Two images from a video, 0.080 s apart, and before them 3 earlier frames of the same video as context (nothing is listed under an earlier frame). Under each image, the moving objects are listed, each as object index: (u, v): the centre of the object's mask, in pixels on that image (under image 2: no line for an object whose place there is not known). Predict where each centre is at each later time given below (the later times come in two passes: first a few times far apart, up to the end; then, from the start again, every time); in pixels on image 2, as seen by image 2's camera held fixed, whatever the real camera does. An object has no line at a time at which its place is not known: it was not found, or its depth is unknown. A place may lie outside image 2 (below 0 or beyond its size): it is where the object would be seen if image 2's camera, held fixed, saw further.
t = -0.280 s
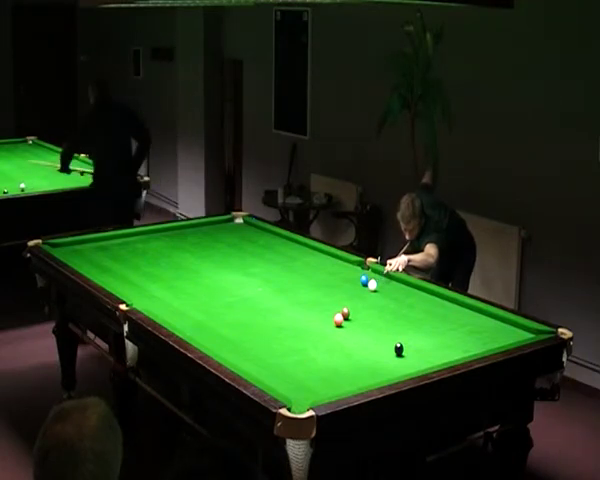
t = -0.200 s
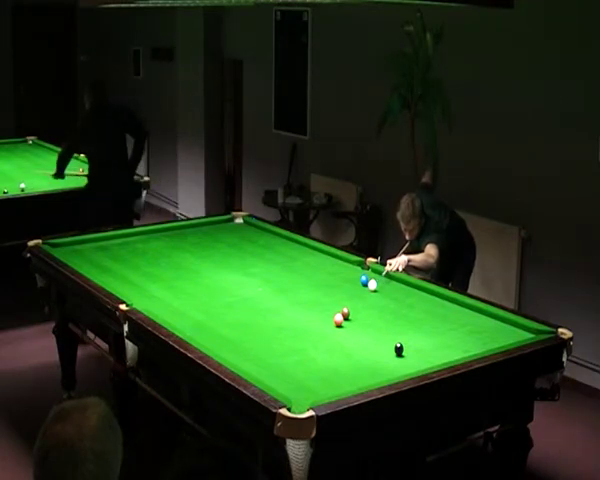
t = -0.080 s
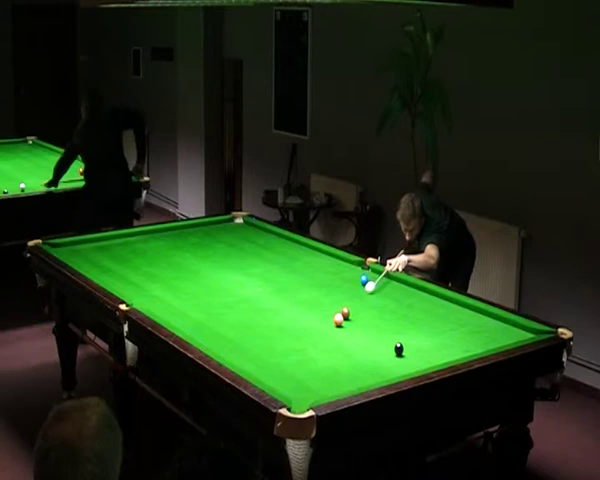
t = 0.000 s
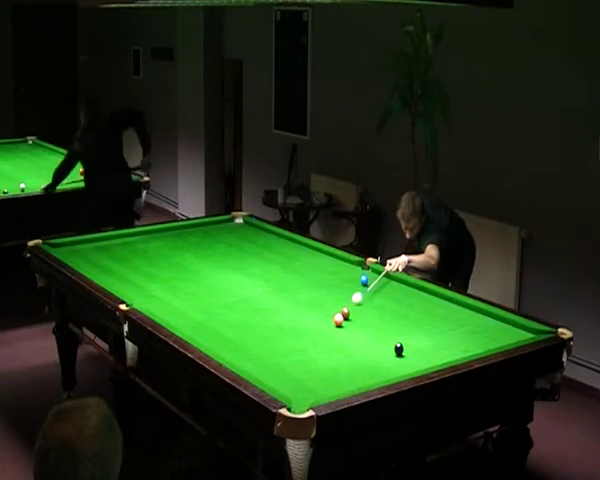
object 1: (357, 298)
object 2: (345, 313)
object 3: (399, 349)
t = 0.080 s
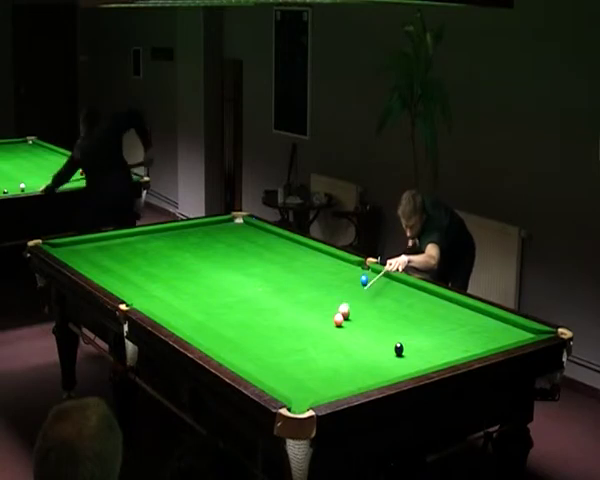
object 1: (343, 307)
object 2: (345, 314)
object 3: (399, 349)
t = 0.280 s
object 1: (295, 317)
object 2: (365, 334)
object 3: (399, 349)
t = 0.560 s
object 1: (229, 331)
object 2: (391, 360)
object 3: (399, 349)
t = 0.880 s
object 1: (231, 334)
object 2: (374, 366)
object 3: (399, 349)
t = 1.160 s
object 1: (276, 330)
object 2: (332, 355)
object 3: (399, 349)
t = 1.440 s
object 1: (319, 326)
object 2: (293, 344)
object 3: (399, 349)
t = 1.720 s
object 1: (359, 322)
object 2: (257, 335)
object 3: (399, 349)
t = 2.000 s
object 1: (396, 318)
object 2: (225, 326)
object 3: (399, 349)
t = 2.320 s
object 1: (436, 314)
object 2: (190, 318)
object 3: (399, 349)
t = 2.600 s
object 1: (469, 311)
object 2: (163, 310)
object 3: (399, 349)
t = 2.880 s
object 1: (472, 314)
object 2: (138, 302)
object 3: (399, 349)
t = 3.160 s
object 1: (460, 319)
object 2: (147, 298)
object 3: (399, 349)
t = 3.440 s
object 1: (448, 324)
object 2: (157, 293)
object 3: (399, 349)
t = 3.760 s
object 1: (436, 330)
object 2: (168, 288)
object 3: (399, 349)
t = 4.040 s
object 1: (425, 335)
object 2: (176, 284)
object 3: (399, 349)
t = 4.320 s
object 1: (415, 340)
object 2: (183, 280)
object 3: (399, 349)
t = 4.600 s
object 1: (406, 344)
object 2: (189, 278)
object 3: (399, 349)
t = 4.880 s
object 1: (402, 346)
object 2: (195, 275)
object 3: (394, 352)
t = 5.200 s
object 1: (400, 347)
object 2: (201, 272)
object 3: (388, 354)
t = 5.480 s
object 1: (400, 347)
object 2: (205, 269)
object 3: (384, 356)
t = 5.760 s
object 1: (400, 347)
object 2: (209, 268)
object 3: (381, 358)
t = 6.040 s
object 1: (400, 347)
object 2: (213, 267)
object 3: (378, 359)
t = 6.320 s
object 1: (400, 347)
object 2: (215, 265)
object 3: (377, 359)
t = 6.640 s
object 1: (400, 347)
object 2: (218, 264)
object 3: (376, 360)
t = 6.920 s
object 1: (400, 347)
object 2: (220, 263)
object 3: (376, 359)
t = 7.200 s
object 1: (400, 347)
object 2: (221, 262)
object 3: (376, 359)
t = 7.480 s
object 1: (400, 347)
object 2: (222, 262)
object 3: (376, 359)
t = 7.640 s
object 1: (400, 347)
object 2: (222, 262)
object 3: (376, 359)
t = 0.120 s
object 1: (333, 310)
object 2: (348, 317)
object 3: (399, 349)
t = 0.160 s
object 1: (323, 312)
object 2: (353, 321)
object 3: (399, 349)
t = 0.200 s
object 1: (313, 314)
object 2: (357, 325)
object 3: (399, 349)
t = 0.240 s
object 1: (304, 316)
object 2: (361, 330)
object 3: (399, 349)
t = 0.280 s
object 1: (295, 317)
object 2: (365, 334)
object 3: (399, 349)
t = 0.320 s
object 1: (286, 319)
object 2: (369, 337)
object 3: (399, 349)
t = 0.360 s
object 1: (276, 321)
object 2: (372, 341)
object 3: (399, 349)
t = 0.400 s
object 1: (267, 323)
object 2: (376, 345)
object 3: (399, 349)
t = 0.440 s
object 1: (257, 325)
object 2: (380, 348)
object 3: (399, 349)
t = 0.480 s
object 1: (248, 327)
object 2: (384, 353)
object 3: (399, 349)
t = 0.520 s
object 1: (238, 329)
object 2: (387, 356)
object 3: (399, 349)
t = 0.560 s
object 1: (229, 331)
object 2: (391, 360)
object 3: (399, 349)
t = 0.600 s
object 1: (218, 333)
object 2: (396, 364)
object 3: (399, 349)
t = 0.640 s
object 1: (209, 334)
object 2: (399, 368)
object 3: (399, 349)
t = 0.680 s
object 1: (199, 334)
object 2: (403, 370)
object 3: (399, 349)
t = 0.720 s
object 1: (200, 335)
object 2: (402, 371)
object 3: (399, 349)
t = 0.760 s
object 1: (208, 336)
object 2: (394, 371)
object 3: (399, 349)
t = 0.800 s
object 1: (217, 335)
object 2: (387, 370)
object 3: (399, 349)
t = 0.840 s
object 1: (224, 334)
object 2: (381, 368)
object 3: (399, 349)
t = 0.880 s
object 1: (231, 334)
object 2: (374, 366)
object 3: (399, 349)
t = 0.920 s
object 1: (238, 333)
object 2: (368, 365)
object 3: (399, 349)
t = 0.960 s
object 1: (244, 333)
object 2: (362, 363)
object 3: (399, 349)
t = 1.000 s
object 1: (251, 332)
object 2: (356, 361)
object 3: (399, 349)
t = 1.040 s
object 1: (257, 331)
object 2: (350, 360)
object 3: (399, 349)
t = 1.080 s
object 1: (263, 331)
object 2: (343, 358)
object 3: (399, 349)
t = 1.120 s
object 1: (270, 330)
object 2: (338, 356)
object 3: (399, 349)
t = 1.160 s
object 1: (276, 330)
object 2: (332, 355)
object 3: (399, 349)
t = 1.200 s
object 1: (282, 329)
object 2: (326, 353)
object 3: (399, 349)
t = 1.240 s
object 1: (289, 328)
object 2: (320, 352)
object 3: (399, 349)
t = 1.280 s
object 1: (295, 328)
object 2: (315, 350)
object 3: (399, 349)
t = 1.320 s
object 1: (301, 327)
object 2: (309, 349)
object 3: (399, 349)
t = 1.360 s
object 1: (307, 326)
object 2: (304, 347)
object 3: (399, 349)
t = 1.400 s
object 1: (312, 326)
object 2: (298, 346)
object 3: (399, 349)
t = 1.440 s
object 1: (319, 326)
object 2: (293, 344)
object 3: (399, 349)
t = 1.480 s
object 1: (324, 325)
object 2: (288, 343)
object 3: (399, 349)
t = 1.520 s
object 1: (330, 325)
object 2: (282, 342)
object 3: (399, 349)
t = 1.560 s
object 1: (336, 324)
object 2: (277, 340)
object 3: (399, 349)
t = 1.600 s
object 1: (342, 324)
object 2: (272, 339)
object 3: (399, 349)
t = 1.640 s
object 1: (348, 323)
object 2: (267, 338)
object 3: (399, 349)
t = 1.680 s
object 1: (353, 322)
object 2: (262, 336)
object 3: (399, 349)
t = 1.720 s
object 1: (359, 322)
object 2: (257, 335)
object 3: (399, 349)
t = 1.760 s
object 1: (364, 321)
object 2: (252, 334)
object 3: (399, 349)
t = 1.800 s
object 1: (370, 321)
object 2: (248, 332)
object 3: (399, 349)
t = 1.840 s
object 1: (375, 320)
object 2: (243, 331)
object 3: (399, 349)
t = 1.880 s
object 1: (380, 320)
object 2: (239, 330)
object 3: (399, 349)
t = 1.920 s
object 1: (386, 319)
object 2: (234, 329)
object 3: (399, 349)
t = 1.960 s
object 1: (391, 319)
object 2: (229, 327)
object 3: (399, 349)
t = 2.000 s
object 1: (396, 318)
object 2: (225, 326)
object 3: (399, 349)
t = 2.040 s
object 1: (401, 318)
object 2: (220, 326)
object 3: (399, 349)
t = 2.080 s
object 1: (406, 317)
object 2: (216, 324)
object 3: (399, 349)
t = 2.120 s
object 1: (411, 317)
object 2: (212, 323)
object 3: (399, 349)
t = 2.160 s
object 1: (417, 316)
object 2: (207, 322)
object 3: (399, 349)
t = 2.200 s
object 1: (421, 316)
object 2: (203, 321)
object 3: (399, 349)
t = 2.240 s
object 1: (426, 315)
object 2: (199, 320)
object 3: (399, 349)
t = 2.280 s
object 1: (431, 315)
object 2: (195, 319)
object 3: (399, 349)
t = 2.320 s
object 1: (436, 314)
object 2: (190, 318)
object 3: (399, 349)
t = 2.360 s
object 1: (441, 314)
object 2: (186, 316)
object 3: (399, 349)
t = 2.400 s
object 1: (446, 313)
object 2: (182, 315)
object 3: (399, 349)
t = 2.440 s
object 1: (451, 313)
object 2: (179, 314)
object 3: (399, 349)
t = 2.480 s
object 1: (455, 312)
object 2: (175, 313)
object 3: (399, 349)
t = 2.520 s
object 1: (460, 312)
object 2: (171, 312)
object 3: (399, 349)
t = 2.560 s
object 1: (465, 312)
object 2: (167, 311)
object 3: (399, 349)
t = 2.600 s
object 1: (469, 311)
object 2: (163, 310)
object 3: (399, 349)
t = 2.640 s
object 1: (474, 311)
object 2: (160, 309)
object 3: (399, 349)
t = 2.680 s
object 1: (478, 310)
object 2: (156, 308)
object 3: (399, 349)
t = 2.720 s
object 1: (479, 310)
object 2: (152, 306)
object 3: (399, 349)
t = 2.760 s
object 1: (477, 311)
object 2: (149, 304)
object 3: (399, 349)
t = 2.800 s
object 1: (475, 312)
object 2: (145, 303)
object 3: (399, 349)
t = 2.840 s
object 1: (473, 313)
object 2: (141, 302)
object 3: (399, 349)
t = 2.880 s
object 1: (472, 314)
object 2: (138, 302)
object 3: (399, 349)
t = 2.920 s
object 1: (470, 314)
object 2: (138, 302)
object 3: (399, 349)
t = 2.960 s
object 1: (468, 315)
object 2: (140, 301)
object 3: (399, 349)
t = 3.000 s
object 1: (467, 316)
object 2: (141, 301)
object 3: (399, 349)
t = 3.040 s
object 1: (465, 317)
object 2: (143, 300)
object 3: (399, 349)
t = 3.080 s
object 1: (463, 317)
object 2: (144, 300)
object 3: (399, 349)
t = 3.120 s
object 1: (461, 318)
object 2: (145, 299)
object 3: (399, 349)
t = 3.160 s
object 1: (460, 319)
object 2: (147, 298)
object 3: (399, 349)
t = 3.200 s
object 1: (458, 320)
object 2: (149, 297)
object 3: (399, 349)
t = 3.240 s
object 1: (457, 321)
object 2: (150, 297)
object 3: (399, 349)
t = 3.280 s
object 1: (455, 321)
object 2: (151, 296)
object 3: (399, 349)
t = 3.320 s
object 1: (453, 322)
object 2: (153, 295)
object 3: (399, 349)
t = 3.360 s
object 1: (451, 323)
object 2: (154, 295)
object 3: (399, 349)
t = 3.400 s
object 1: (450, 324)
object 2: (156, 294)
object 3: (399, 349)
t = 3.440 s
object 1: (448, 324)
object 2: (157, 293)
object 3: (399, 349)
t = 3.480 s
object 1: (447, 325)
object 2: (158, 293)
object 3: (399, 349)
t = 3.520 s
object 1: (445, 326)
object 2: (160, 292)
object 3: (399, 349)
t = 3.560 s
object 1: (443, 327)
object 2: (161, 291)
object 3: (399, 349)
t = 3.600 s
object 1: (442, 328)
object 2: (163, 290)
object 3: (399, 349)
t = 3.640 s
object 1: (440, 328)
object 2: (164, 290)
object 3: (399, 349)
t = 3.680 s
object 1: (439, 329)
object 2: (165, 289)
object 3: (399, 349)
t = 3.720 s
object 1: (437, 330)
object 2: (166, 289)
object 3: (399, 349)
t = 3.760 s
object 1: (436, 330)
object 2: (168, 288)
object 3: (399, 349)
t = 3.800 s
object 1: (434, 331)
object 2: (169, 288)
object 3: (399, 349)
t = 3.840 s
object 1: (432, 332)
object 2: (170, 287)
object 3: (399, 349)
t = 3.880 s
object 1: (431, 333)
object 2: (171, 287)
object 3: (399, 349)
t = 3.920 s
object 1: (429, 333)
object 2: (172, 286)
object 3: (399, 349)
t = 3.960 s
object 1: (428, 334)
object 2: (173, 285)
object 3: (399, 349)
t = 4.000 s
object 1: (426, 335)
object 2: (174, 285)
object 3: (399, 349)
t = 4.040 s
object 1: (425, 335)
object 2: (176, 284)
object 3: (399, 349)
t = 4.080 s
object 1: (423, 336)
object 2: (177, 284)
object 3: (399, 349)
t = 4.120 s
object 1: (422, 337)
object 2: (178, 283)
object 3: (399, 349)
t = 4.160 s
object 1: (421, 337)
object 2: (179, 283)
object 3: (399, 349)
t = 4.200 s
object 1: (419, 338)
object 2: (180, 282)
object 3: (399, 349)
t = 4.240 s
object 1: (418, 339)
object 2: (181, 281)
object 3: (399, 349)
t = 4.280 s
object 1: (416, 339)
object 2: (182, 281)
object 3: (399, 349)
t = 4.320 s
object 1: (415, 340)
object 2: (183, 280)
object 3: (399, 349)
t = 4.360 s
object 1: (414, 340)
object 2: (184, 280)
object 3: (399, 349)
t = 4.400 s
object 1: (412, 341)
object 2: (185, 279)
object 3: (399, 349)
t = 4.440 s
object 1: (411, 342)
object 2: (186, 279)
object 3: (399, 349)
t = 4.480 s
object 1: (410, 343)
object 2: (186, 278)
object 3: (399, 349)
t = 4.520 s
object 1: (408, 343)
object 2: (187, 278)
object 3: (399, 349)
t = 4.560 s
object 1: (407, 344)
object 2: (188, 278)
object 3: (399, 349)
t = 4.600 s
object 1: (406, 344)
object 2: (189, 278)
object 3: (399, 349)
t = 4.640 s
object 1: (405, 344)
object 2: (190, 277)
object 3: (399, 350)
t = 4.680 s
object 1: (404, 344)
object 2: (191, 276)
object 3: (398, 350)
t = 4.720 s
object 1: (404, 345)
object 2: (192, 276)
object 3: (397, 350)
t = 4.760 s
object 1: (403, 345)
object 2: (193, 276)
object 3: (396, 351)
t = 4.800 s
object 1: (403, 345)
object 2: (194, 276)
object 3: (395, 351)
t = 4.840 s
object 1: (403, 346)
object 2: (195, 275)
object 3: (394, 351)
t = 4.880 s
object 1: (402, 346)
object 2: (195, 275)
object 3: (394, 352)
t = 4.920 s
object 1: (402, 346)
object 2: (196, 274)
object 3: (393, 352)
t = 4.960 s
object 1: (401, 346)
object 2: (196, 274)
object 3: (392, 353)
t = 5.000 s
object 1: (401, 346)
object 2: (197, 274)
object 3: (391, 353)
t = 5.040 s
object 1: (401, 347)
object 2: (198, 273)
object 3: (391, 353)
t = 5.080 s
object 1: (401, 347)
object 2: (199, 273)
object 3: (390, 353)
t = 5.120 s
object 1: (401, 347)
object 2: (200, 272)
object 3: (389, 354)
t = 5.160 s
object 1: (401, 347)
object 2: (200, 272)
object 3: (389, 354)
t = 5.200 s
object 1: (400, 347)
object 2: (201, 272)
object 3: (388, 354)
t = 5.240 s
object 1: (400, 347)
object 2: (202, 272)
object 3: (387, 355)
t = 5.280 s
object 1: (400, 347)
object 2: (202, 272)
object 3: (387, 355)
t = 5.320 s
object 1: (400, 347)
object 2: (203, 271)
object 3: (386, 355)
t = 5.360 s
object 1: (400, 347)
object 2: (203, 271)
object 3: (386, 356)
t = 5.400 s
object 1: (400, 347)
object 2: (204, 270)
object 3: (386, 356)
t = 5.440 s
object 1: (400, 347)
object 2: (205, 270)
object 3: (385, 356)
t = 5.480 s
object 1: (400, 347)
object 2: (205, 269)
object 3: (384, 356)
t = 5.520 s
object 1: (400, 347)
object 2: (206, 269)
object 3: (384, 357)
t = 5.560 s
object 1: (400, 347)
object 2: (206, 269)
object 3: (383, 357)
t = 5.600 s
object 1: (400, 347)
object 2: (207, 269)
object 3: (383, 357)
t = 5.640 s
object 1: (400, 347)
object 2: (208, 268)
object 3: (382, 357)
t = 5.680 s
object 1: (400, 347)
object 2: (208, 268)
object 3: (382, 357)
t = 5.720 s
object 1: (400, 347)
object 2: (209, 268)
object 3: (381, 358)
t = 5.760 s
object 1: (400, 347)
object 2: (209, 268)
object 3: (381, 358)
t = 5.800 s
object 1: (400, 347)
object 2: (210, 268)
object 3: (381, 358)
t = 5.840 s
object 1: (400, 347)
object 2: (210, 267)
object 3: (380, 358)
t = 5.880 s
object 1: (400, 347)
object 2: (211, 267)
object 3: (380, 358)
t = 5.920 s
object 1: (400, 347)
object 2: (211, 267)
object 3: (380, 358)
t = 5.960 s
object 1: (400, 347)
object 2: (212, 267)
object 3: (379, 359)
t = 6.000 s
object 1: (400, 347)
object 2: (212, 267)
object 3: (379, 359)
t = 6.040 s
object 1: (400, 347)
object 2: (213, 267)
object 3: (378, 359)
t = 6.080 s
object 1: (400, 347)
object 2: (213, 266)
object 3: (378, 359)
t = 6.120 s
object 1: (400, 347)
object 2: (213, 266)
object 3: (378, 359)
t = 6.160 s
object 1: (400, 347)
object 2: (214, 266)
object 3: (378, 359)
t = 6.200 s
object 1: (400, 347)
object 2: (214, 265)
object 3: (378, 359)
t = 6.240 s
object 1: (400, 347)
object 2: (215, 265)
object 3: (377, 359)
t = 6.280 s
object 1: (400, 347)
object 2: (215, 265)
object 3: (377, 359)
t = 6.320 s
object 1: (400, 347)
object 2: (215, 265)
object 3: (377, 359)
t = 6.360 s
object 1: (400, 347)
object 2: (216, 265)
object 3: (377, 360)
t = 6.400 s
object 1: (400, 347)
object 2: (216, 265)
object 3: (376, 360)
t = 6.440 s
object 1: (400, 347)
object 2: (216, 265)
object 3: (376, 359)
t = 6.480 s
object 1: (400, 347)
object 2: (216, 264)
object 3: (376, 359)
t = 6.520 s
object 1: (400, 347)
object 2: (217, 264)
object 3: (376, 360)
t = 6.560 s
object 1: (400, 347)
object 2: (217, 264)
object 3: (376, 360)
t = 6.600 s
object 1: (400, 347)
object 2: (217, 264)
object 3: (376, 360)
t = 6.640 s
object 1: (400, 347)
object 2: (218, 264)
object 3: (376, 360)
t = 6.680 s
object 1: (400, 347)
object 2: (218, 264)
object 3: (376, 360)
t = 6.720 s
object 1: (400, 347)
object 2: (219, 264)
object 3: (376, 360)
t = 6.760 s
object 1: (400, 347)
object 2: (219, 263)
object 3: (376, 360)
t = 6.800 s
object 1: (400, 347)
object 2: (219, 263)
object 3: (376, 360)
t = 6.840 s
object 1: (400, 347)
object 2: (219, 263)
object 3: (376, 359)
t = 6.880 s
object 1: (400, 347)
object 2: (220, 263)
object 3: (376, 360)
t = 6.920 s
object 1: (400, 347)
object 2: (220, 263)
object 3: (376, 359)
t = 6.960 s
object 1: (400, 347)
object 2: (220, 263)
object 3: (376, 359)
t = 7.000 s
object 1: (400, 347)
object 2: (220, 262)
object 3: (376, 359)
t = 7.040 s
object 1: (400, 347)
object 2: (220, 263)
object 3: (376, 359)
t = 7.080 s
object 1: (400, 347)
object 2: (220, 263)
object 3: (376, 359)
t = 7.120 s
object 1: (400, 347)
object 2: (220, 262)
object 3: (376, 359)
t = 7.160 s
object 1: (400, 347)
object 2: (221, 262)
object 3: (376, 359)
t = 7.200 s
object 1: (400, 347)
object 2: (221, 262)
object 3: (376, 359)
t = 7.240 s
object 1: (400, 347)
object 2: (221, 262)
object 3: (376, 359)
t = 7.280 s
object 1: (400, 347)
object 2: (221, 262)
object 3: (376, 359)
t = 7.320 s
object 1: (400, 347)
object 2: (221, 262)
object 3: (376, 359)
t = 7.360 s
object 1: (400, 347)
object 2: (221, 262)
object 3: (376, 359)
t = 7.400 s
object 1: (400, 347)
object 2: (221, 262)
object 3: (376, 359)
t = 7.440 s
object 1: (400, 347)
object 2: (221, 262)
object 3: (376, 359)
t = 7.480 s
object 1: (400, 347)
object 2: (222, 262)
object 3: (376, 359)
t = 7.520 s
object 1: (400, 347)
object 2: (222, 262)
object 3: (376, 359)
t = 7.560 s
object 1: (400, 347)
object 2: (222, 262)
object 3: (376, 359)
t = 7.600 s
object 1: (400, 347)
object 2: (222, 262)
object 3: (376, 359)
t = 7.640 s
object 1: (400, 347)
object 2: (222, 262)
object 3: (376, 359)
